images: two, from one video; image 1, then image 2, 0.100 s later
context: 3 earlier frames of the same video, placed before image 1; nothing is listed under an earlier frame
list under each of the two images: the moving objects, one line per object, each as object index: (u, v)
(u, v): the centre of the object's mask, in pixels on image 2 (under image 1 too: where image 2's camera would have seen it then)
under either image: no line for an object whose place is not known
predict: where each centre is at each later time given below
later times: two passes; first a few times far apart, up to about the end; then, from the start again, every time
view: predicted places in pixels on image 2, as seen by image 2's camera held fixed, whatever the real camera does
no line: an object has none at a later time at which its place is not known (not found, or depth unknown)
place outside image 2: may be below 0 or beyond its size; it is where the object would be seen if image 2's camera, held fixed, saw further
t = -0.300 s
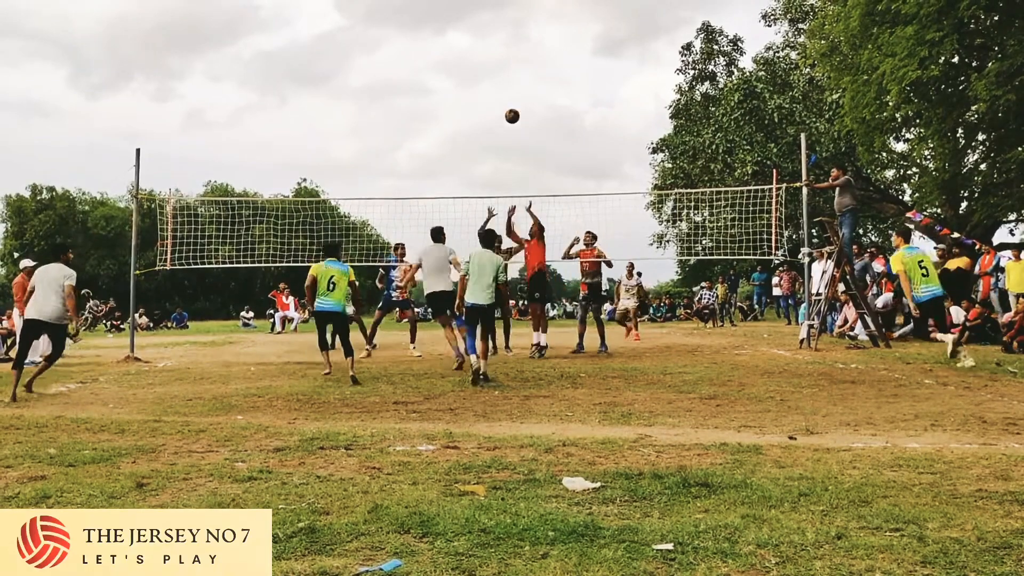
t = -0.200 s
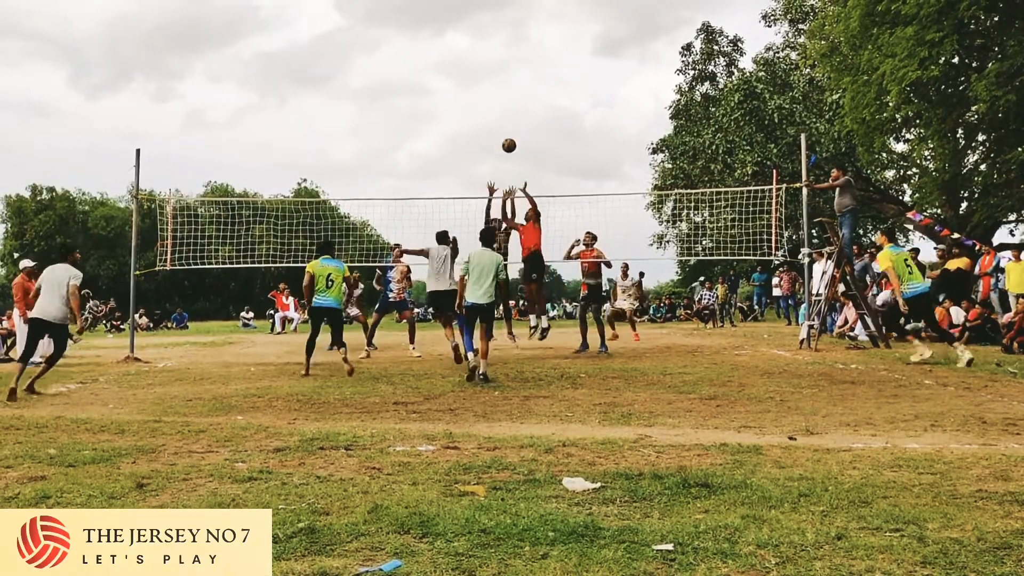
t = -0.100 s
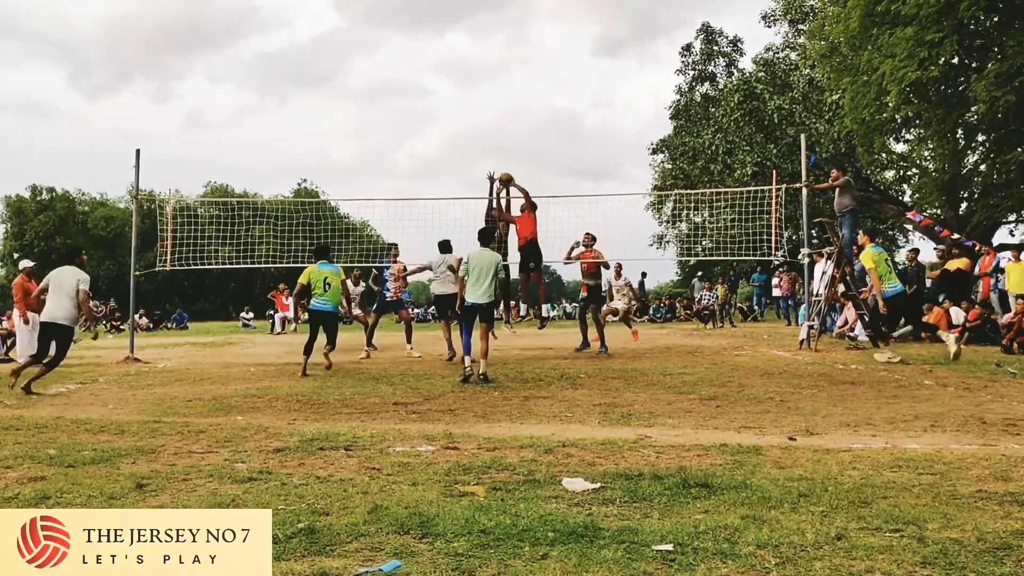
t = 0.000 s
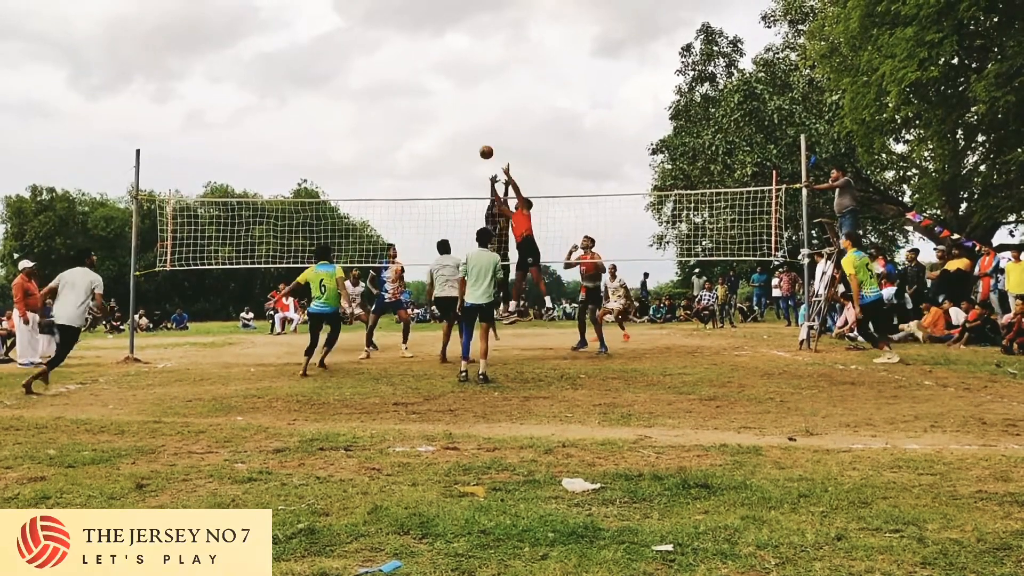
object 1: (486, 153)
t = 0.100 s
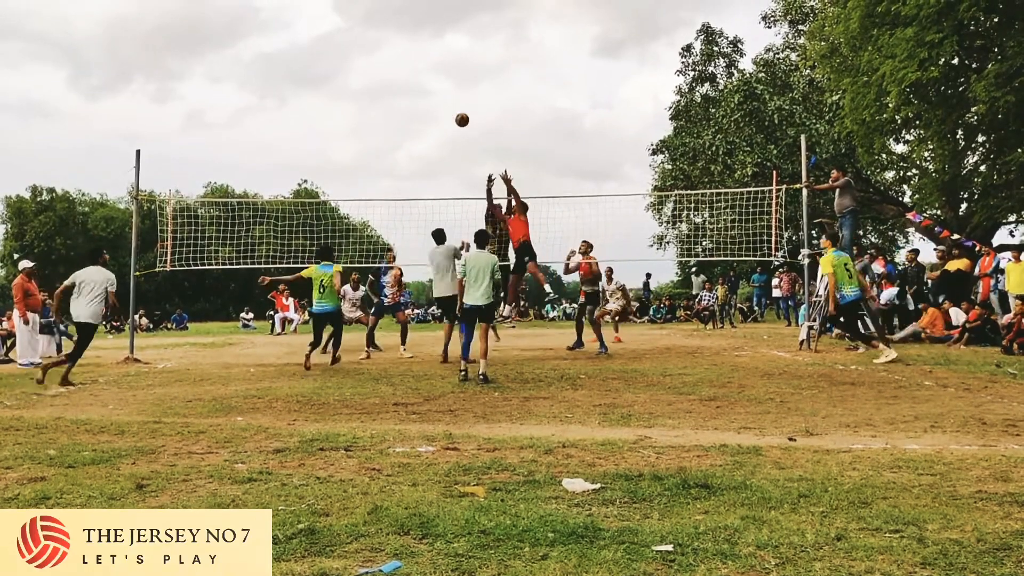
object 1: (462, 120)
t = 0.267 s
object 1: (421, 80)
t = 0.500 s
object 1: (364, 53)
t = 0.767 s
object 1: (298, 69)
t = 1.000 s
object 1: (239, 122)
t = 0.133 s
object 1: (454, 110)
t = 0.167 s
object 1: (446, 102)
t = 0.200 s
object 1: (438, 94)
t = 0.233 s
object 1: (429, 86)
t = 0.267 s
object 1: (421, 80)
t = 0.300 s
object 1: (413, 74)
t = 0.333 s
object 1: (405, 69)
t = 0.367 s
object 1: (397, 64)
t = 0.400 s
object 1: (388, 60)
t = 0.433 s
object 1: (380, 57)
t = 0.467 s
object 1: (372, 55)
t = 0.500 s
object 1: (364, 53)
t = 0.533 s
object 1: (355, 53)
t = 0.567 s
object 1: (347, 53)
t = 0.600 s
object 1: (339, 54)
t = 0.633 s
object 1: (331, 55)
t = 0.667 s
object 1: (322, 57)
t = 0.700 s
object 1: (314, 61)
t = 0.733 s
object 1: (306, 64)
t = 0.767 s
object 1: (298, 69)
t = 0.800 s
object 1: (289, 74)
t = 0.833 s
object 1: (281, 80)
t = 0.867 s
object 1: (273, 87)
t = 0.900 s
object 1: (264, 95)
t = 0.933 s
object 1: (256, 103)
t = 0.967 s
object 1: (247, 112)
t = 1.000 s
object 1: (239, 122)
